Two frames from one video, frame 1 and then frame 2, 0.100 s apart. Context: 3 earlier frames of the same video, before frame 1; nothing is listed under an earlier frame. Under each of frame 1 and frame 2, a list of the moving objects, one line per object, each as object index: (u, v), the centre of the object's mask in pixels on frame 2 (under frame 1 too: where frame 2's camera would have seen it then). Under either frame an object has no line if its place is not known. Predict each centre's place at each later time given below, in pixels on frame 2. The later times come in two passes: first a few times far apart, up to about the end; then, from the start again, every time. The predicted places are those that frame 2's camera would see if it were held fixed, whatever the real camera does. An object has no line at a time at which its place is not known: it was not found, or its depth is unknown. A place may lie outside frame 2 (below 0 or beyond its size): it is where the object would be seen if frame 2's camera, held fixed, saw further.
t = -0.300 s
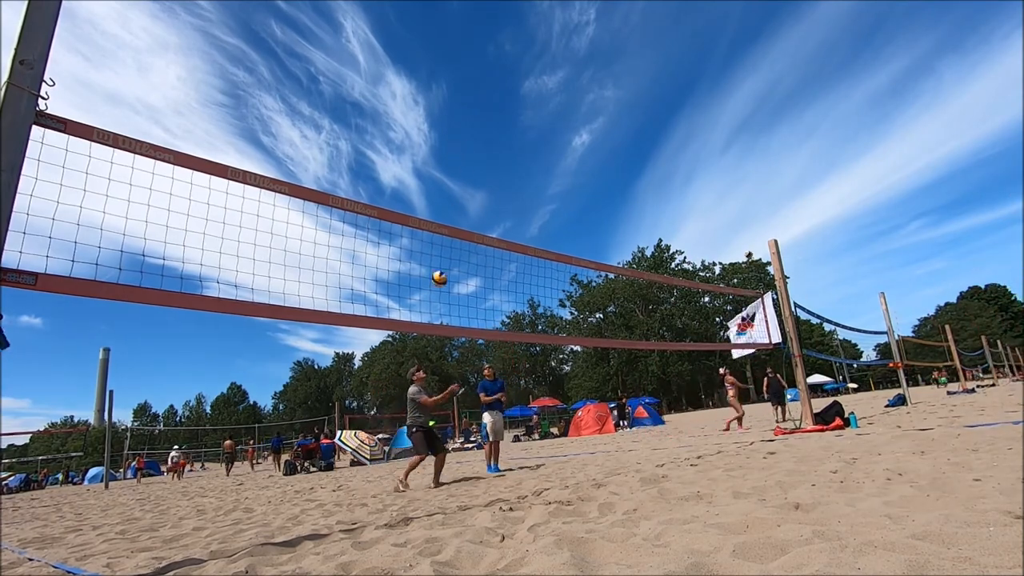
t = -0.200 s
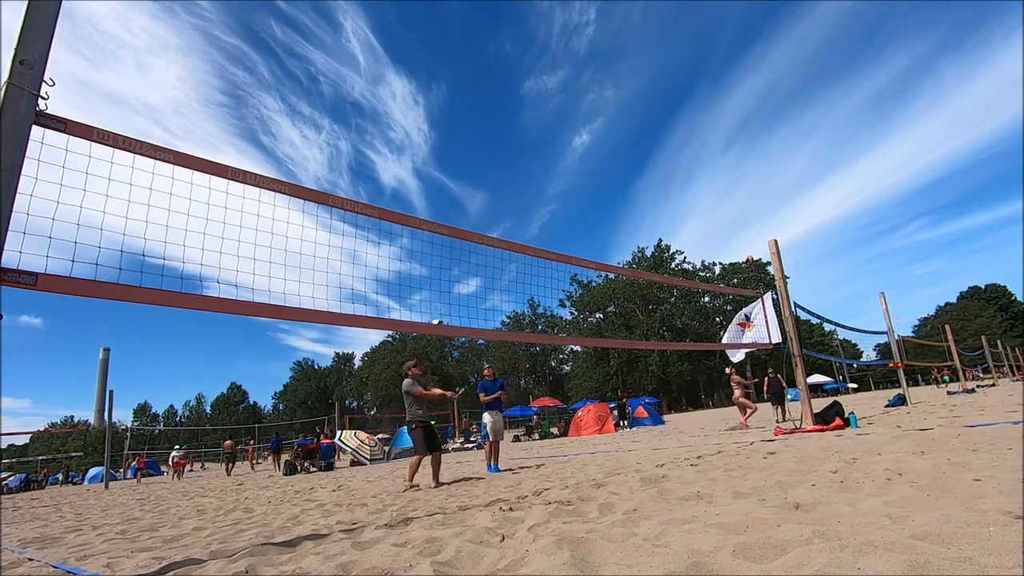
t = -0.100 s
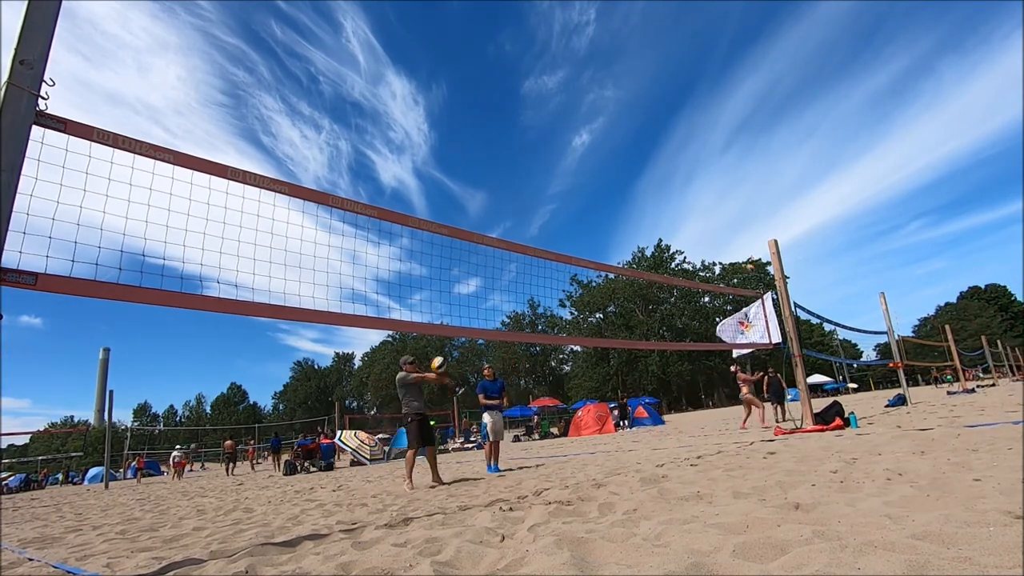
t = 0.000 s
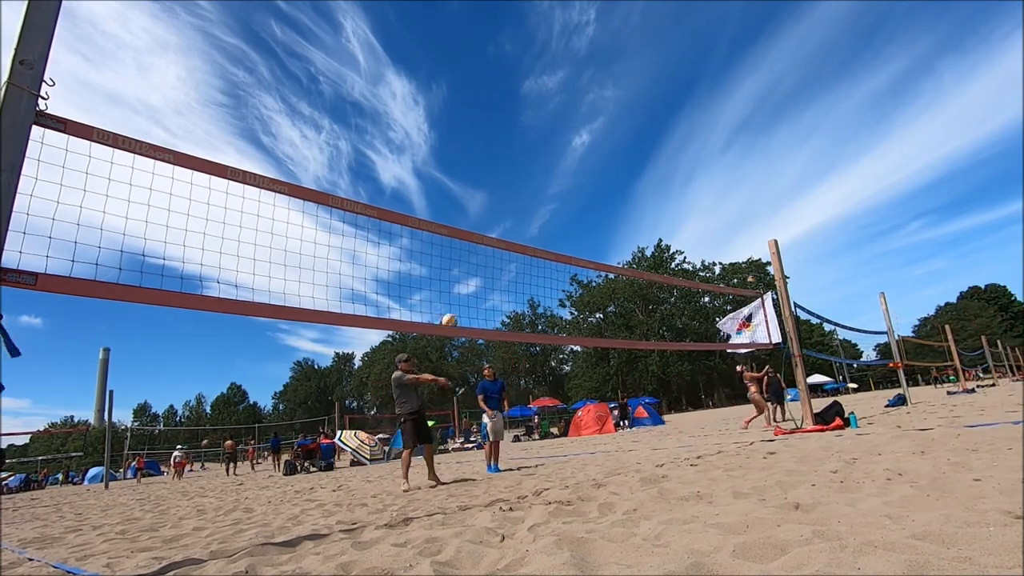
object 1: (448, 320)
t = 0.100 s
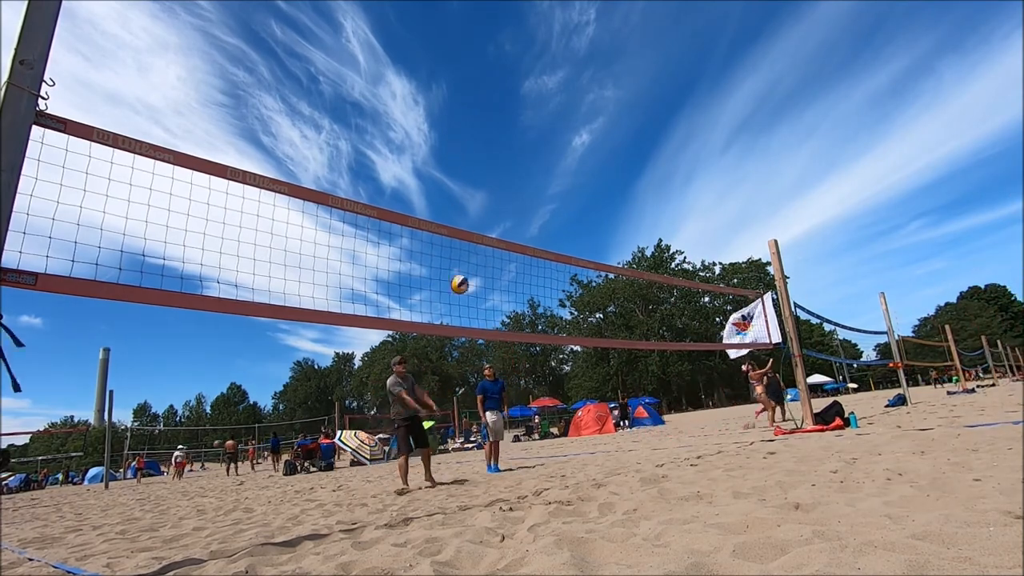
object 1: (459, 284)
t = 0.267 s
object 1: (484, 229)
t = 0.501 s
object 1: (534, 194)
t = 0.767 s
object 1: (641, 230)
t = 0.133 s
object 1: (463, 273)
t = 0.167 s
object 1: (468, 262)
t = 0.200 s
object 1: (473, 252)
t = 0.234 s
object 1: (477, 247)
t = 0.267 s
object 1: (484, 229)
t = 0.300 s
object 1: (490, 225)
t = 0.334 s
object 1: (496, 218)
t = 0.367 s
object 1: (502, 211)
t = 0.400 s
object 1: (509, 205)
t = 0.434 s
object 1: (517, 201)
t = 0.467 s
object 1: (525, 197)
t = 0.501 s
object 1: (534, 194)
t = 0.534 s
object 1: (544, 193)
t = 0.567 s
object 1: (554, 192)
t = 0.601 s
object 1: (566, 194)
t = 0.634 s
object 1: (578, 197)
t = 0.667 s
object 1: (592, 202)
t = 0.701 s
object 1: (607, 209)
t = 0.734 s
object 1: (623, 218)
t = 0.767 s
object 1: (641, 230)
